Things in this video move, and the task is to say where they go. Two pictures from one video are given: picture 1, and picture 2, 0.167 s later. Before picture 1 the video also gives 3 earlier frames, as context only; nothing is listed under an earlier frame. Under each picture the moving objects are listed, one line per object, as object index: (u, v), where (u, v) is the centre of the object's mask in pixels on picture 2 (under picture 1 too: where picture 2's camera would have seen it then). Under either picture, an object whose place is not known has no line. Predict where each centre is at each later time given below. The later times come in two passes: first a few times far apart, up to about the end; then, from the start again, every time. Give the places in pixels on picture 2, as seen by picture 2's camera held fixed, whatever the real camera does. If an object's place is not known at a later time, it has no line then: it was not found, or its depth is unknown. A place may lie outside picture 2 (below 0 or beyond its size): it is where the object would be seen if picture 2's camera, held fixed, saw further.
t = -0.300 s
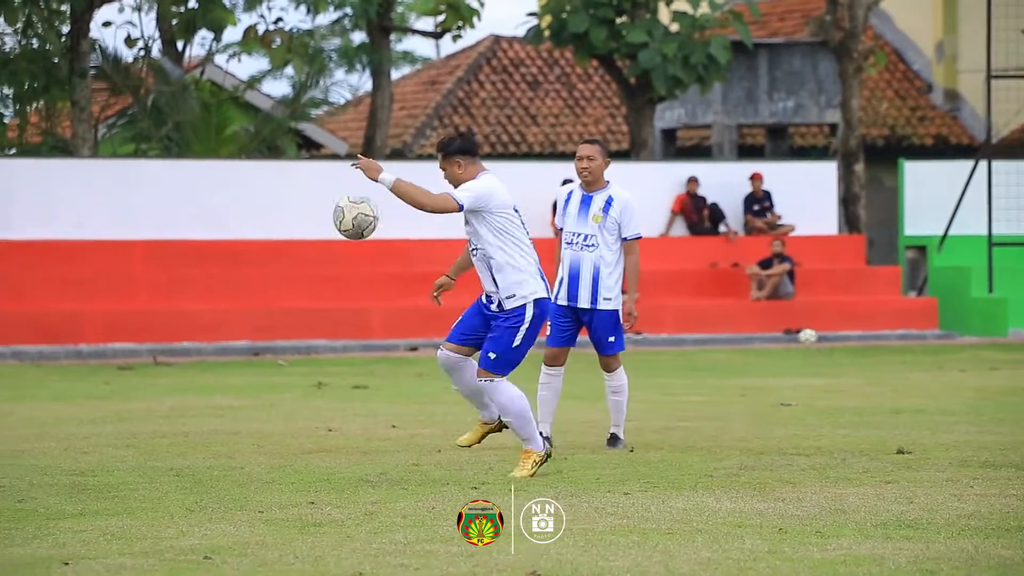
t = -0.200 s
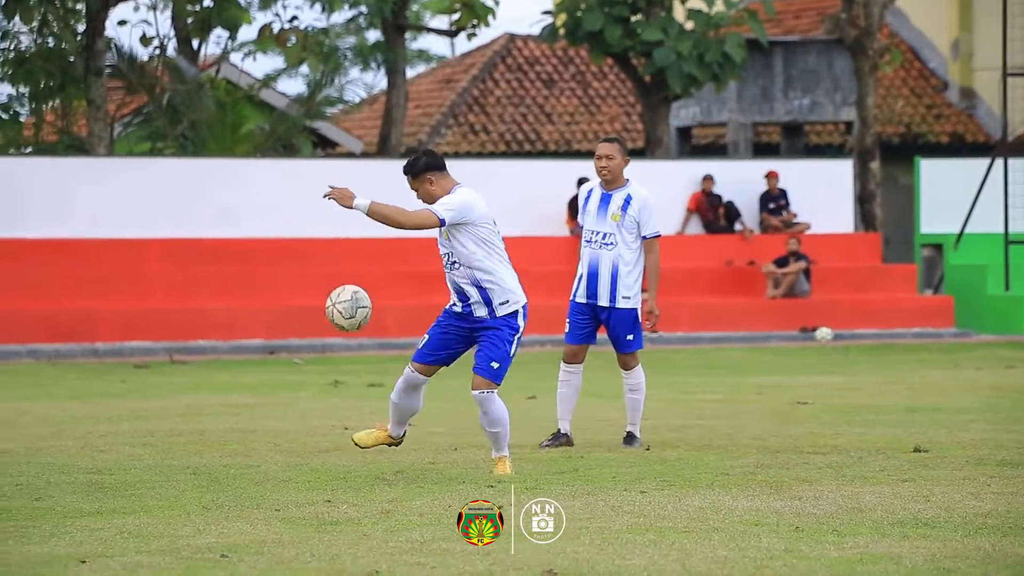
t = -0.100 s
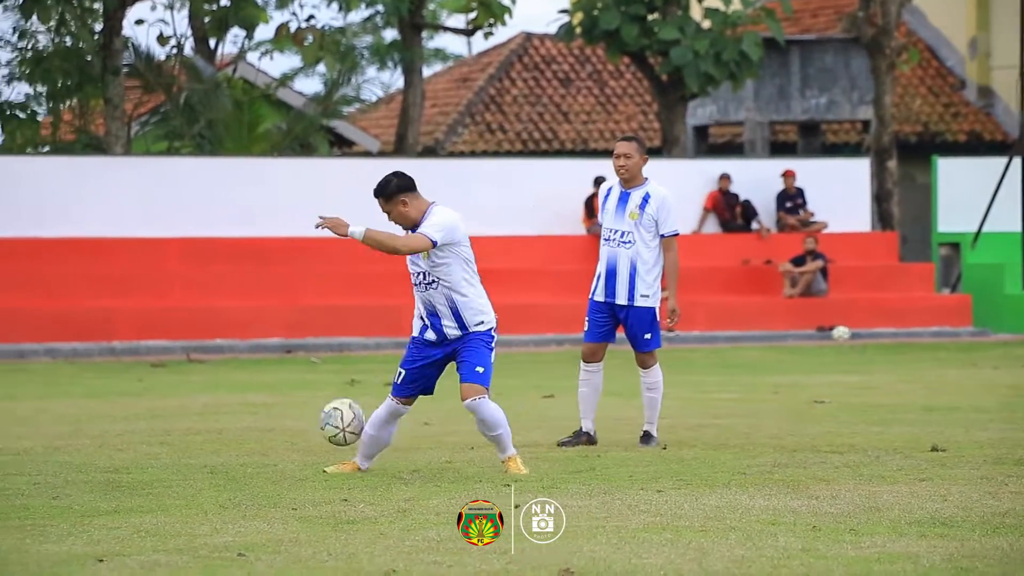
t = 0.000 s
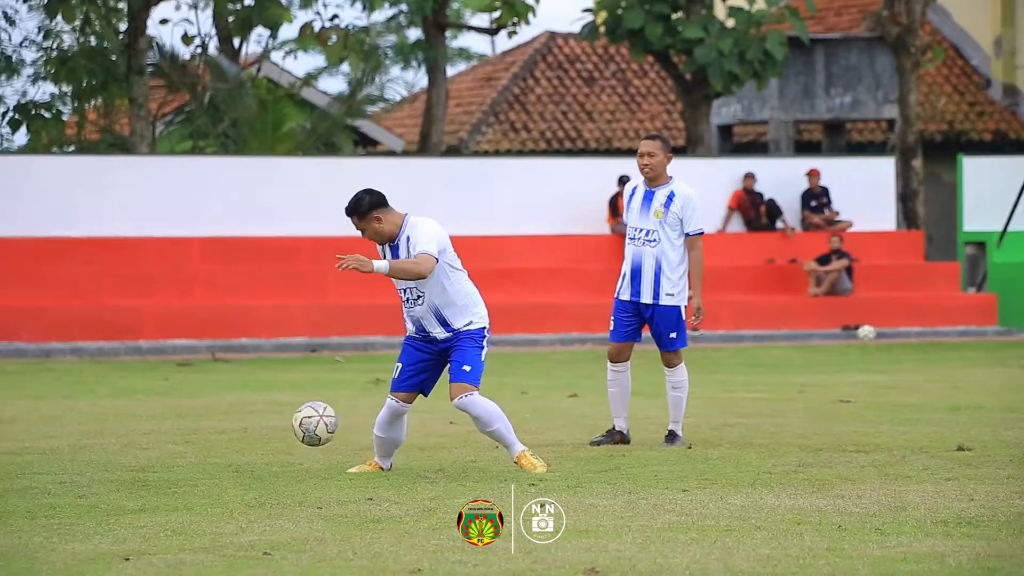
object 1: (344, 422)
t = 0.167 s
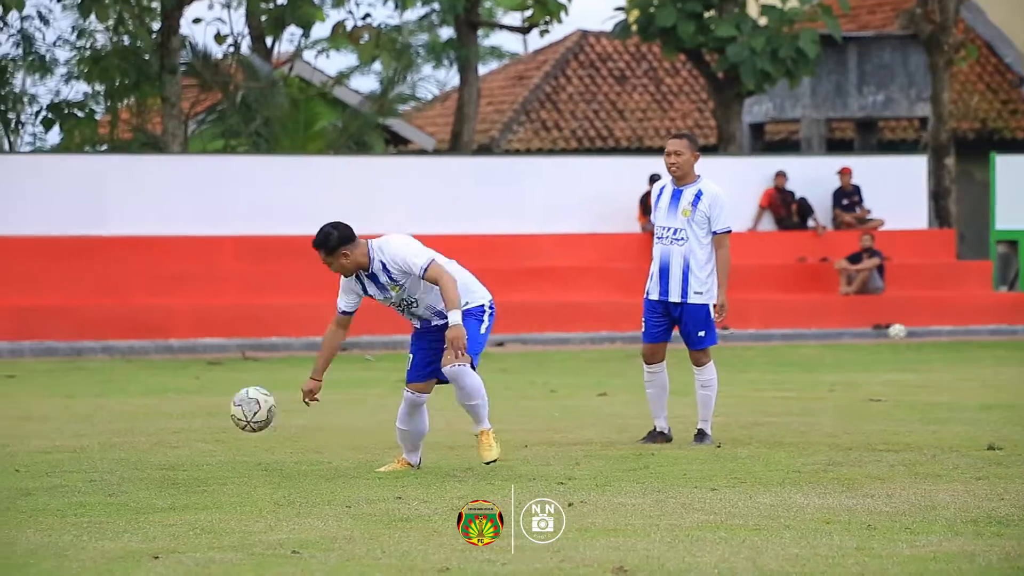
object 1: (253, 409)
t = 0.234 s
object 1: (217, 420)
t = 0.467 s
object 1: (97, 444)
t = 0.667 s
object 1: (1, 459)
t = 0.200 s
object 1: (234, 414)
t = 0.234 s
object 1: (217, 420)
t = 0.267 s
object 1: (198, 429)
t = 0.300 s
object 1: (180, 440)
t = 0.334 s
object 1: (162, 453)
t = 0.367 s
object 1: (144, 454)
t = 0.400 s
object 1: (129, 450)
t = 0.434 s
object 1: (113, 446)
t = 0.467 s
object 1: (97, 444)
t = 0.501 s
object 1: (81, 445)
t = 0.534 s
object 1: (65, 449)
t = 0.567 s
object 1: (49, 455)
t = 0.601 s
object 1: (33, 460)
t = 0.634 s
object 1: (16, 460)
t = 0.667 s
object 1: (1, 459)
